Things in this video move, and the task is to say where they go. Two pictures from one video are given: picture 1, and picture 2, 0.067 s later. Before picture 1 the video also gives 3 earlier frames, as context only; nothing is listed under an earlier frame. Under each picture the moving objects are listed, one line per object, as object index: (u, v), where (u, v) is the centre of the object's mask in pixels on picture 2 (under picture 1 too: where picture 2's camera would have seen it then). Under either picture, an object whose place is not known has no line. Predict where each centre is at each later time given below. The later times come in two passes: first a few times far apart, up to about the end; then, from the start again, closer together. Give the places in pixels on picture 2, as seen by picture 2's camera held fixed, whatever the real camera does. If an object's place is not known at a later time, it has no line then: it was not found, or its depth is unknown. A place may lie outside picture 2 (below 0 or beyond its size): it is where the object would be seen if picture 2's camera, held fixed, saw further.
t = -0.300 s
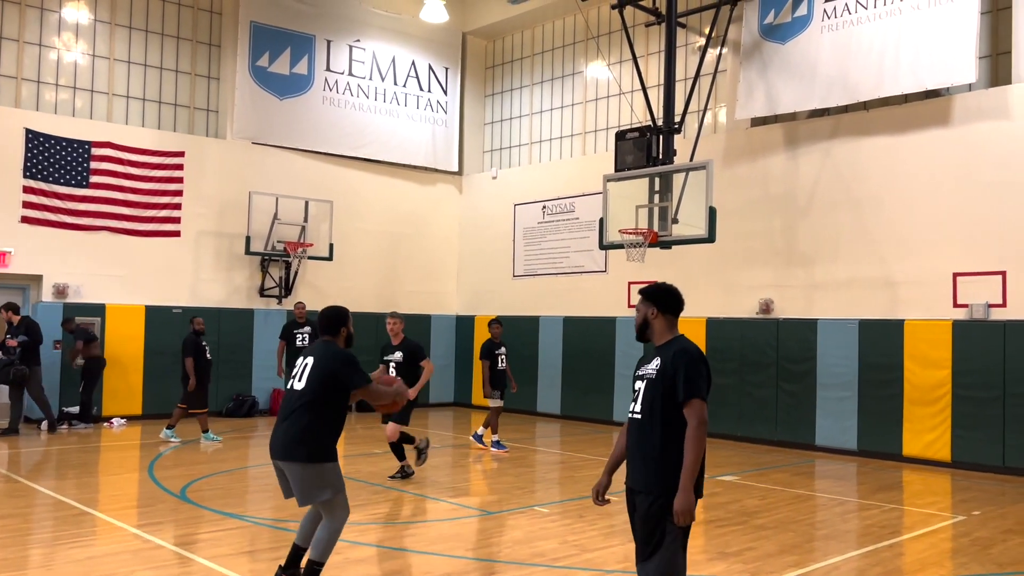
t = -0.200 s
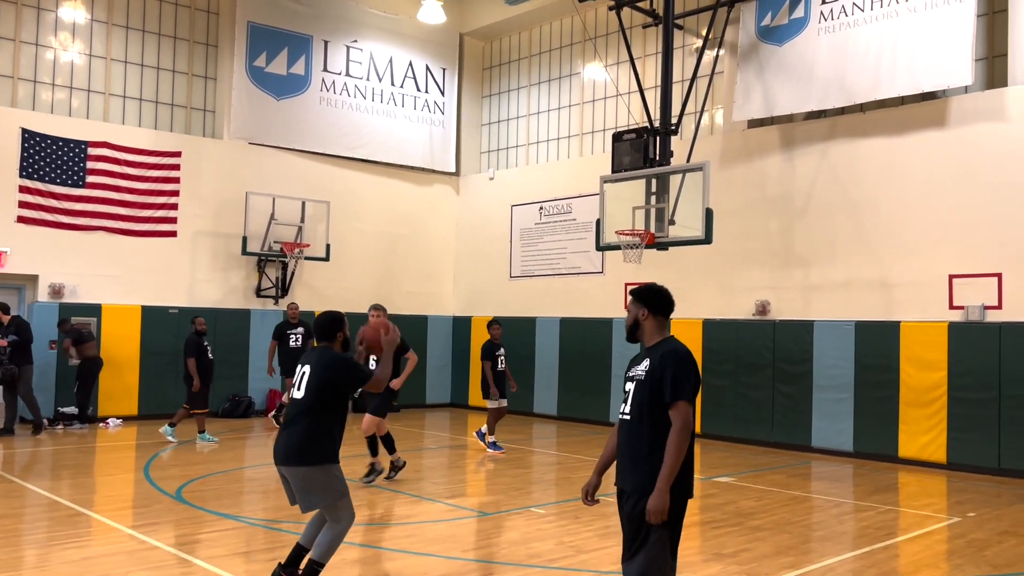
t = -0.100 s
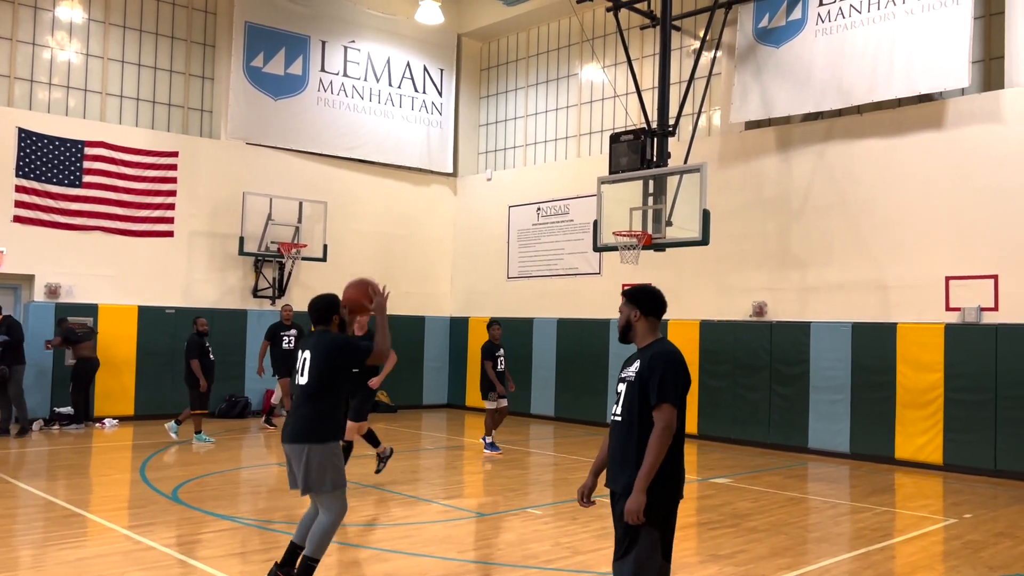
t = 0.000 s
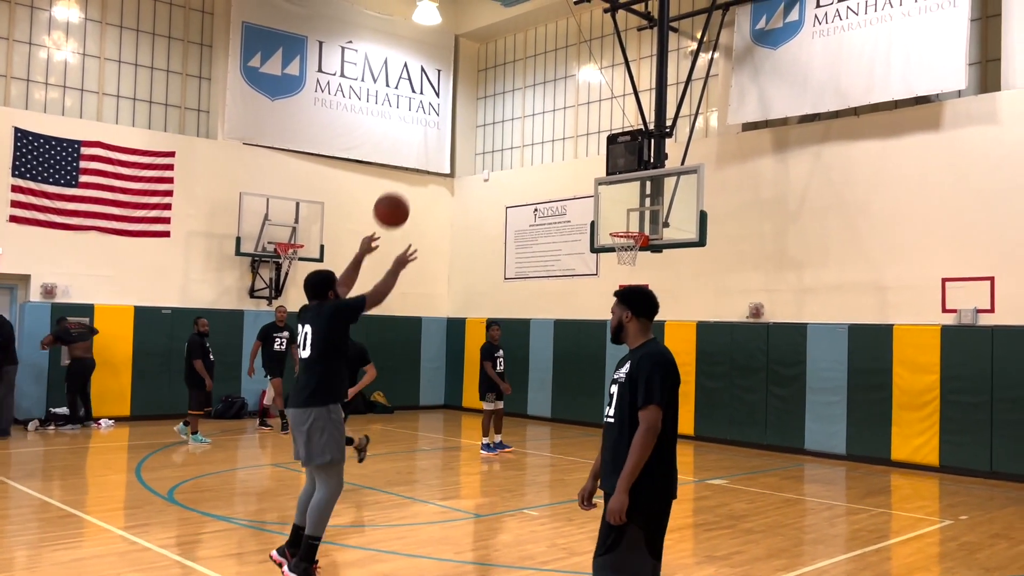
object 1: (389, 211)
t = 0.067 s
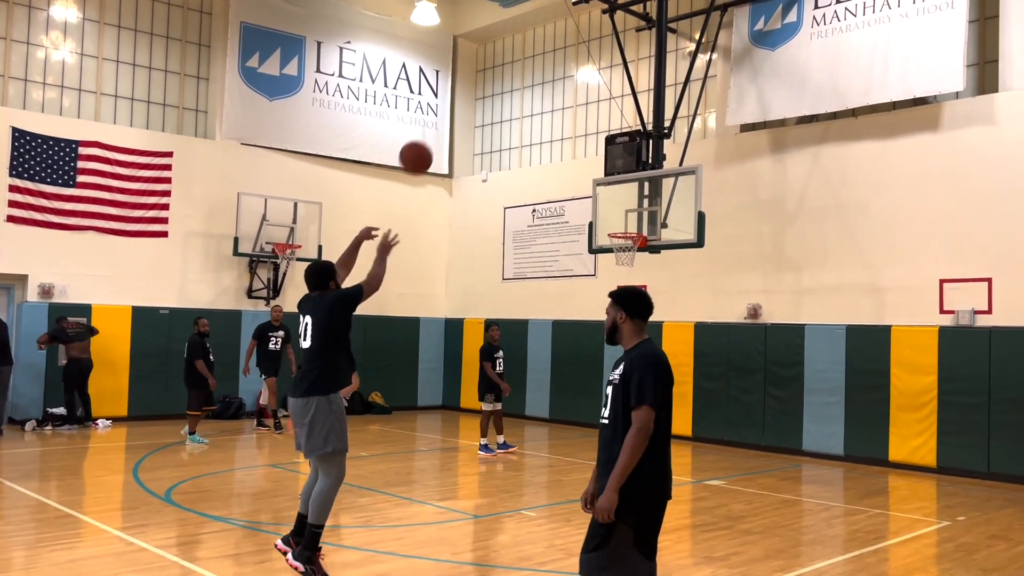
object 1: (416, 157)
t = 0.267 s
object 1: (478, 59)
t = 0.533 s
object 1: (537, 24)
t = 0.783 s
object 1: (576, 55)
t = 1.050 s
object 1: (606, 134)
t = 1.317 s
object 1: (626, 225)
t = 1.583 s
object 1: (635, 168)
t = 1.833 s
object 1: (643, 158)
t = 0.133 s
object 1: (439, 115)
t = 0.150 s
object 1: (444, 106)
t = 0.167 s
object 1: (450, 98)
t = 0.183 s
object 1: (455, 90)
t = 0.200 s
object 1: (460, 82)
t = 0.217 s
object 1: (465, 76)
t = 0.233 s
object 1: (470, 70)
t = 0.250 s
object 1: (474, 64)
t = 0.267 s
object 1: (478, 59)
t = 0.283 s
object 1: (483, 54)
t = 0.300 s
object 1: (487, 49)
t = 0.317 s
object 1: (491, 45)
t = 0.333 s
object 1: (495, 41)
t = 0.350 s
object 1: (499, 38)
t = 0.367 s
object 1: (503, 35)
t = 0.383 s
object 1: (507, 33)
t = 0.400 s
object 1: (511, 30)
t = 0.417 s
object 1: (514, 28)
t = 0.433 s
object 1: (517, 27)
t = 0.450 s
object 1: (521, 25)
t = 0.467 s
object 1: (524, 25)
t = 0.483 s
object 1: (528, 24)
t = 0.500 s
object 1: (531, 23)
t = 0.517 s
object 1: (534, 23)
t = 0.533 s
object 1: (537, 24)
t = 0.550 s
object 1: (540, 24)
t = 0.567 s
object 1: (543, 25)
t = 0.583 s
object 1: (546, 26)
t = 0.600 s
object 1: (549, 27)
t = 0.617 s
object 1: (551, 29)
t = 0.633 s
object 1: (554, 30)
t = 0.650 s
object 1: (556, 32)
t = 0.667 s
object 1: (559, 34)
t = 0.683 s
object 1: (562, 37)
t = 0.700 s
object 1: (564, 39)
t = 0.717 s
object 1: (567, 42)
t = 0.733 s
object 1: (569, 45)
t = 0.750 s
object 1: (571, 49)
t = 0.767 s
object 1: (574, 52)
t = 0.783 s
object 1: (576, 55)
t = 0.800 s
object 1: (578, 59)
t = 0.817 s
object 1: (580, 63)
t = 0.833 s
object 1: (582, 67)
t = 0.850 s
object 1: (584, 71)
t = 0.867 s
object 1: (586, 76)
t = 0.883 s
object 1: (588, 80)
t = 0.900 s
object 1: (590, 85)
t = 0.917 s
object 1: (592, 90)
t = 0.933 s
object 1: (594, 95)
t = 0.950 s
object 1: (596, 100)
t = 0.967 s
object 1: (598, 105)
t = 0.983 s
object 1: (600, 111)
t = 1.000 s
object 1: (601, 116)
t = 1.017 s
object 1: (603, 122)
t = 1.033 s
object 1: (604, 128)
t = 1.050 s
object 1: (606, 134)
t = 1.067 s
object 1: (608, 140)
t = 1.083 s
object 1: (609, 146)
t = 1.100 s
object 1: (610, 152)
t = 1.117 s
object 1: (612, 158)
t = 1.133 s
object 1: (613, 166)
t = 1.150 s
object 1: (614, 171)
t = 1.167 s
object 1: (616, 178)
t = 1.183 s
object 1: (618, 185)
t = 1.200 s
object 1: (619, 192)
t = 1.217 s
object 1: (620, 199)
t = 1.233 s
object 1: (621, 206)
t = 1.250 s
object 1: (623, 213)
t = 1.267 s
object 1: (624, 221)
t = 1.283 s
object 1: (625, 227)
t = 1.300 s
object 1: (626, 229)
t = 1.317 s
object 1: (626, 225)
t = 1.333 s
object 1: (627, 221)
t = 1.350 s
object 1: (627, 216)
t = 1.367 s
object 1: (628, 212)
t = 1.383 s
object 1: (628, 207)
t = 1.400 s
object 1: (629, 203)
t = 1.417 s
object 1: (629, 199)
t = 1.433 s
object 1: (630, 195)
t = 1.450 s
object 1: (630, 192)
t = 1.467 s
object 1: (631, 188)
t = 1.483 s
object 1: (631, 185)
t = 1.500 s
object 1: (631, 181)
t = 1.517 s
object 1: (632, 178)
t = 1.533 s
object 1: (633, 175)
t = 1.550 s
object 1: (633, 173)
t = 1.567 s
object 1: (634, 170)
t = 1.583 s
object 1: (635, 168)
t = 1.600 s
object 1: (635, 166)
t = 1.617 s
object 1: (636, 164)
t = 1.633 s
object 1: (636, 162)
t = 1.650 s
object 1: (636, 161)
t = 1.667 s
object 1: (637, 159)
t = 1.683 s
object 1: (638, 159)
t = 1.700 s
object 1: (638, 158)
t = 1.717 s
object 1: (639, 157)
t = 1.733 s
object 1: (639, 156)
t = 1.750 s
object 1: (640, 156)
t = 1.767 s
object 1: (640, 156)
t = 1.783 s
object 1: (641, 156)
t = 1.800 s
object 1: (641, 156)
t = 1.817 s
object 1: (642, 157)
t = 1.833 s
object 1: (643, 158)
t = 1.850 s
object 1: (643, 159)
